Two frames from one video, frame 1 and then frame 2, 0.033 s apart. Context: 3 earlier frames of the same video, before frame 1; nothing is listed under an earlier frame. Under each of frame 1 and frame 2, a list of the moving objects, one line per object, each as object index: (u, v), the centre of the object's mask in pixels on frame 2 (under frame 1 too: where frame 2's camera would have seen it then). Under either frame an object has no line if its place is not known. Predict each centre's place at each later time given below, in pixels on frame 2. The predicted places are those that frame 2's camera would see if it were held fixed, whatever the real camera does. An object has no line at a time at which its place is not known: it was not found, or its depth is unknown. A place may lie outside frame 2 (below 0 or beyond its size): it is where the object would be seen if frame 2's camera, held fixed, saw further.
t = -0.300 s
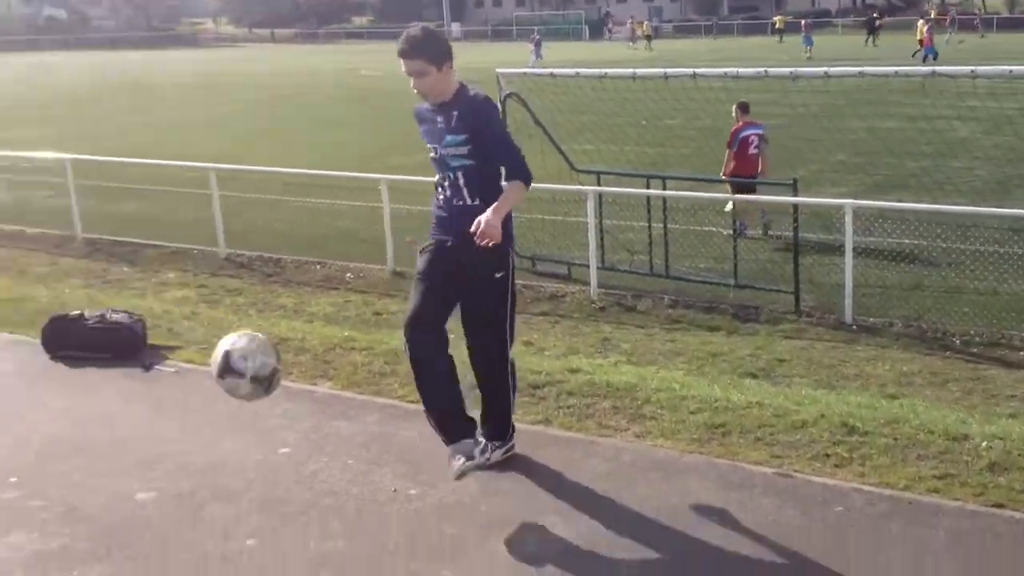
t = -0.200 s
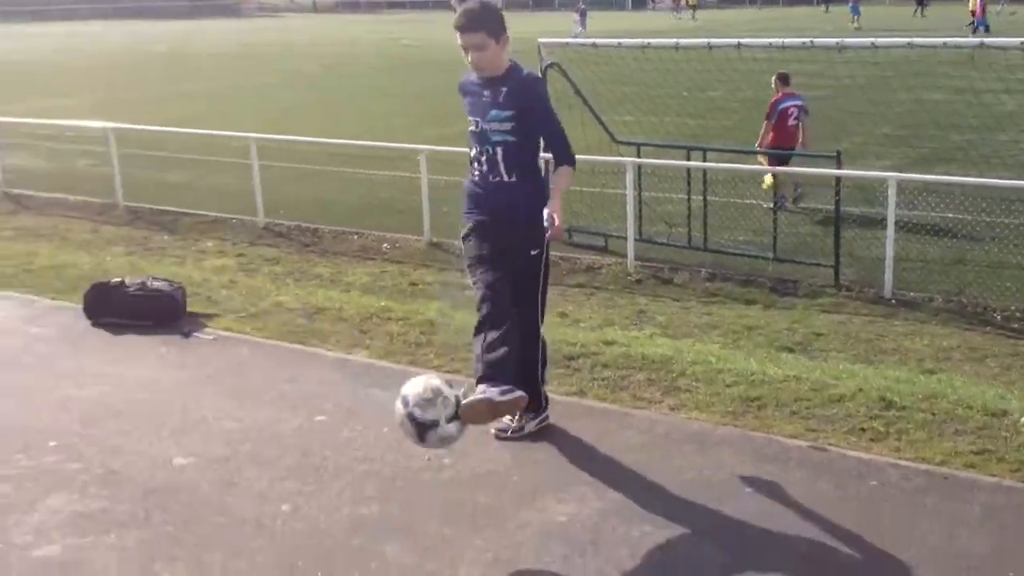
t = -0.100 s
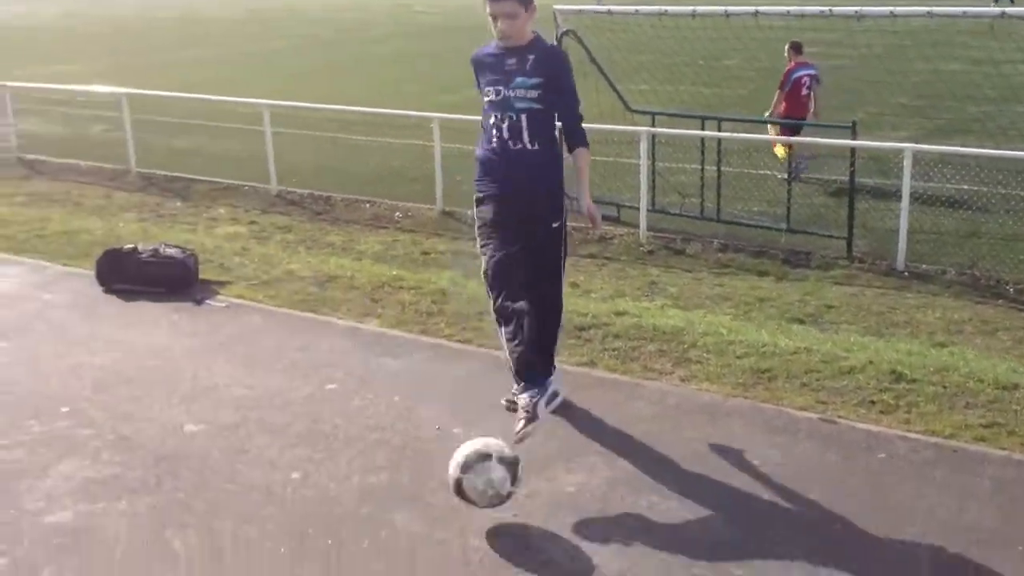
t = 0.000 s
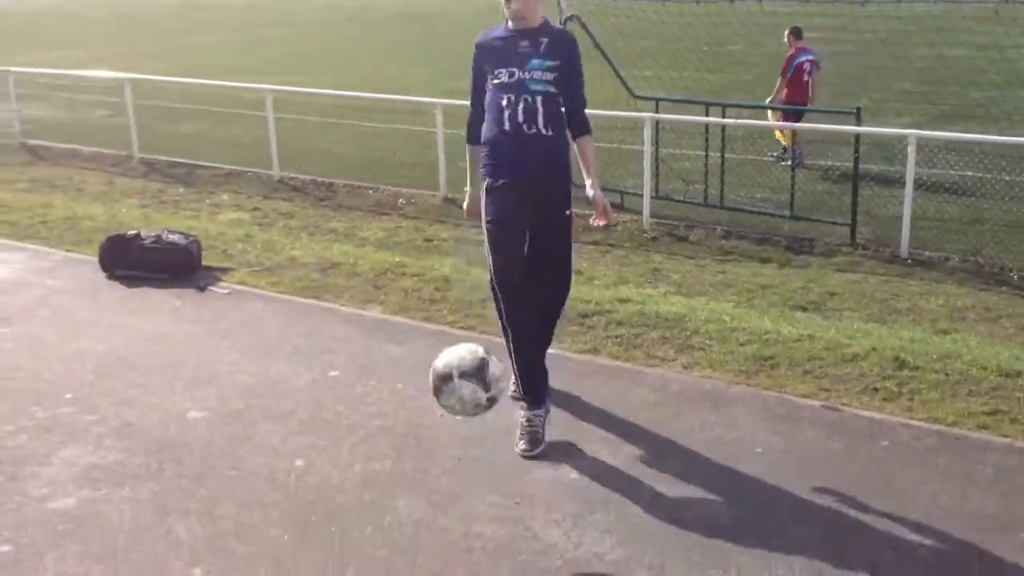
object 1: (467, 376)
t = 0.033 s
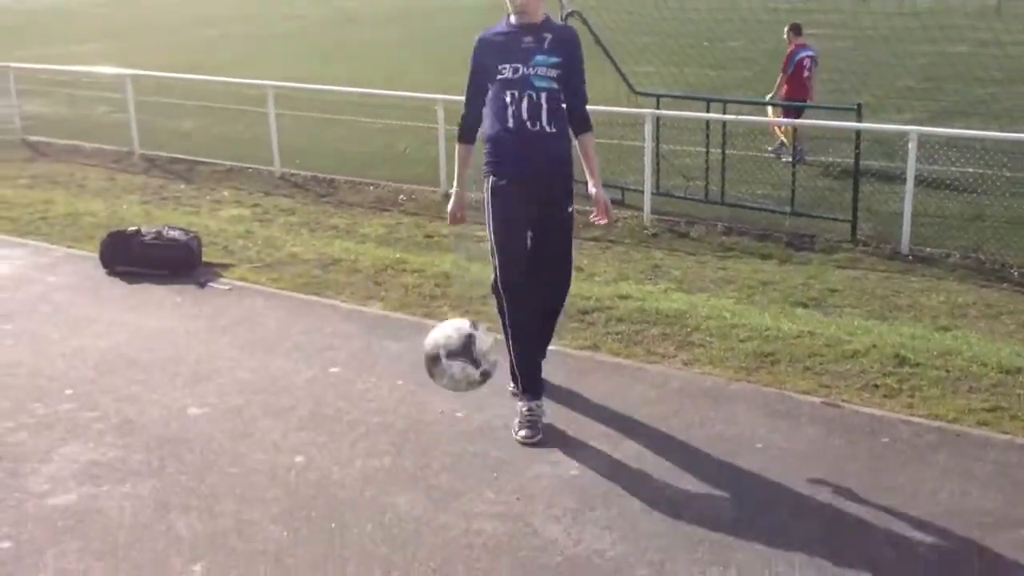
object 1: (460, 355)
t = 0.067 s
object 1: (453, 336)
